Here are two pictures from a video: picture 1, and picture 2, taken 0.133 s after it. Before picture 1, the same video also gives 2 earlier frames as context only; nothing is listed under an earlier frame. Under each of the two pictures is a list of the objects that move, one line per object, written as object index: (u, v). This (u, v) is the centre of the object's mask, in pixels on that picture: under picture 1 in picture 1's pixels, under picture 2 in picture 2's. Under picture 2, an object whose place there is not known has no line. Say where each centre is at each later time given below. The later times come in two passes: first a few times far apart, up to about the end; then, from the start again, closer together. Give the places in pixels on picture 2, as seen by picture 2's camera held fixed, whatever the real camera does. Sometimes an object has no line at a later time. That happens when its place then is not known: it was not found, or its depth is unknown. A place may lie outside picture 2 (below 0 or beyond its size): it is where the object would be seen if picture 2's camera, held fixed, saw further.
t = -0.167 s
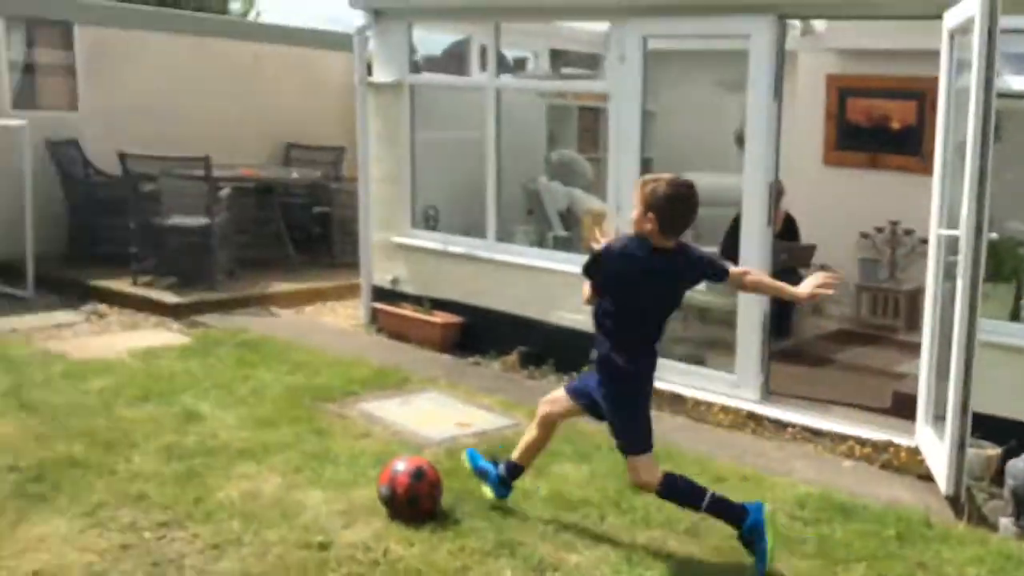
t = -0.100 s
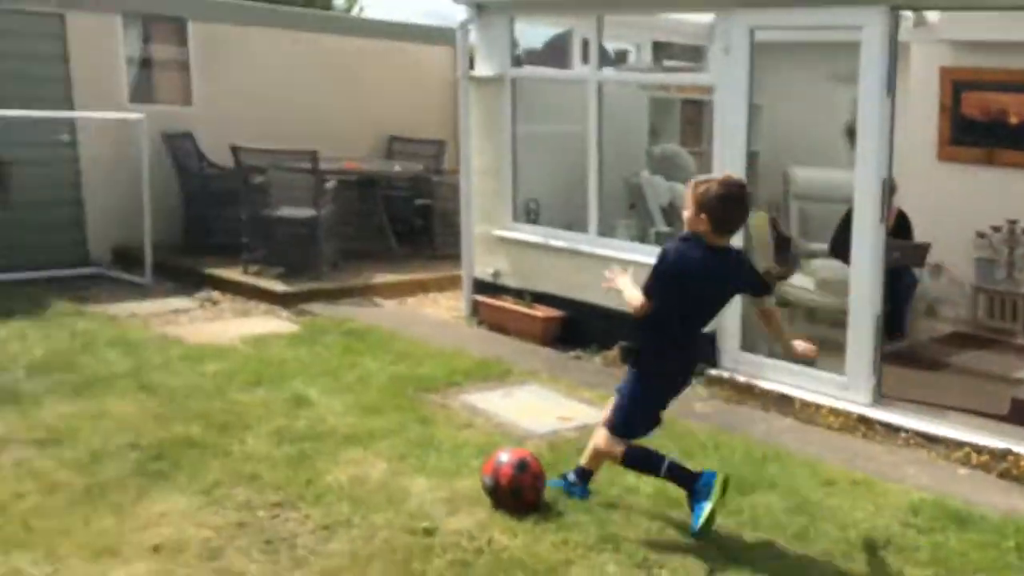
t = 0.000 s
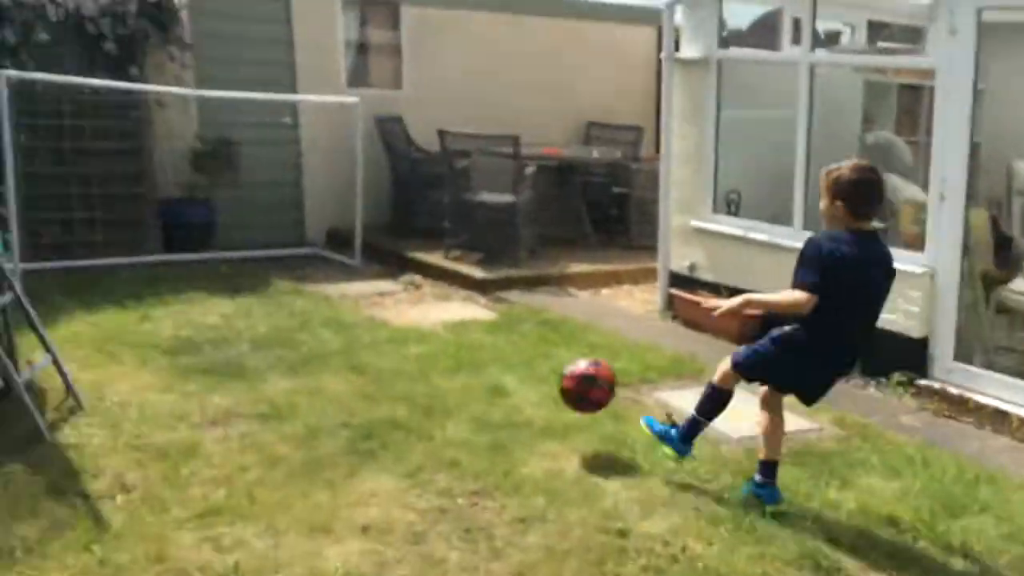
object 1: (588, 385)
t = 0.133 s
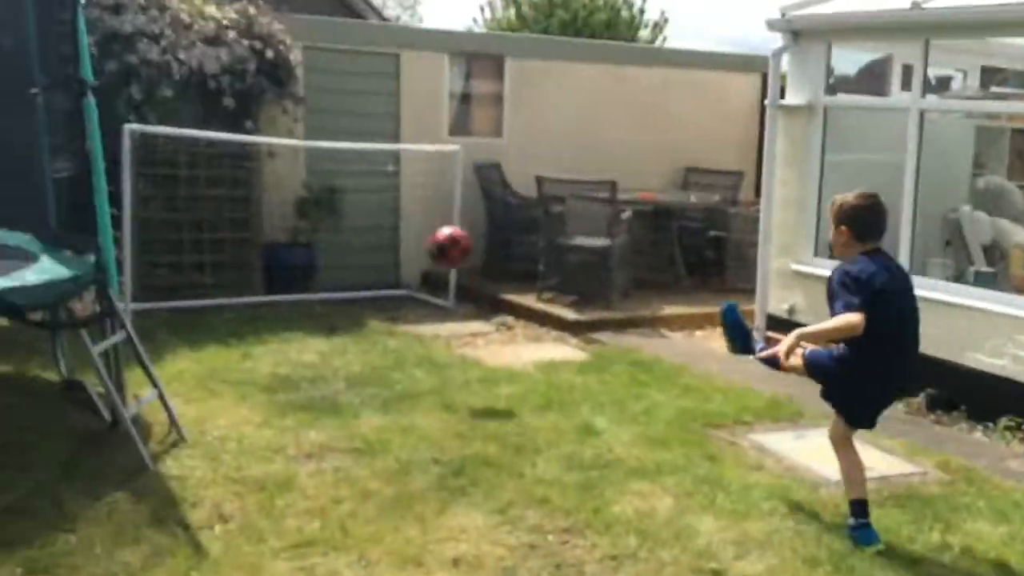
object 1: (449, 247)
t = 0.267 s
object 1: (313, 162)
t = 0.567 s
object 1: (225, 231)
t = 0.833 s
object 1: (247, 280)
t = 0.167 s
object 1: (409, 219)
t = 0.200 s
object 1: (373, 196)
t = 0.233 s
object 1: (341, 177)
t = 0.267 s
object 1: (313, 162)
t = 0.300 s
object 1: (288, 148)
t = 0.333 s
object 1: (274, 150)
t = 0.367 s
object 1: (268, 158)
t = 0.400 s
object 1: (259, 166)
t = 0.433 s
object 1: (252, 177)
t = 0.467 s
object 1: (244, 189)
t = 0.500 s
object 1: (237, 204)
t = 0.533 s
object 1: (230, 221)
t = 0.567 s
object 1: (225, 231)
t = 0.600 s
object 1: (227, 239)
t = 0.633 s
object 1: (231, 253)
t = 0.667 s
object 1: (232, 267)
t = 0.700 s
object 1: (234, 285)
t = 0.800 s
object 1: (243, 286)
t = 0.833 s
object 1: (247, 280)
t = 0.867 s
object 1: (250, 276)
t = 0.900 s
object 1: (254, 273)
